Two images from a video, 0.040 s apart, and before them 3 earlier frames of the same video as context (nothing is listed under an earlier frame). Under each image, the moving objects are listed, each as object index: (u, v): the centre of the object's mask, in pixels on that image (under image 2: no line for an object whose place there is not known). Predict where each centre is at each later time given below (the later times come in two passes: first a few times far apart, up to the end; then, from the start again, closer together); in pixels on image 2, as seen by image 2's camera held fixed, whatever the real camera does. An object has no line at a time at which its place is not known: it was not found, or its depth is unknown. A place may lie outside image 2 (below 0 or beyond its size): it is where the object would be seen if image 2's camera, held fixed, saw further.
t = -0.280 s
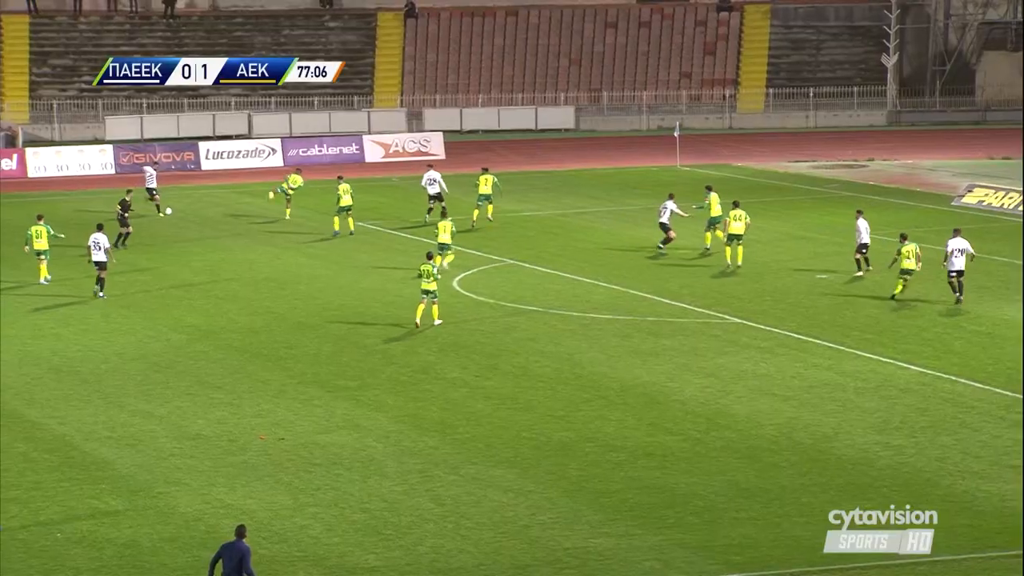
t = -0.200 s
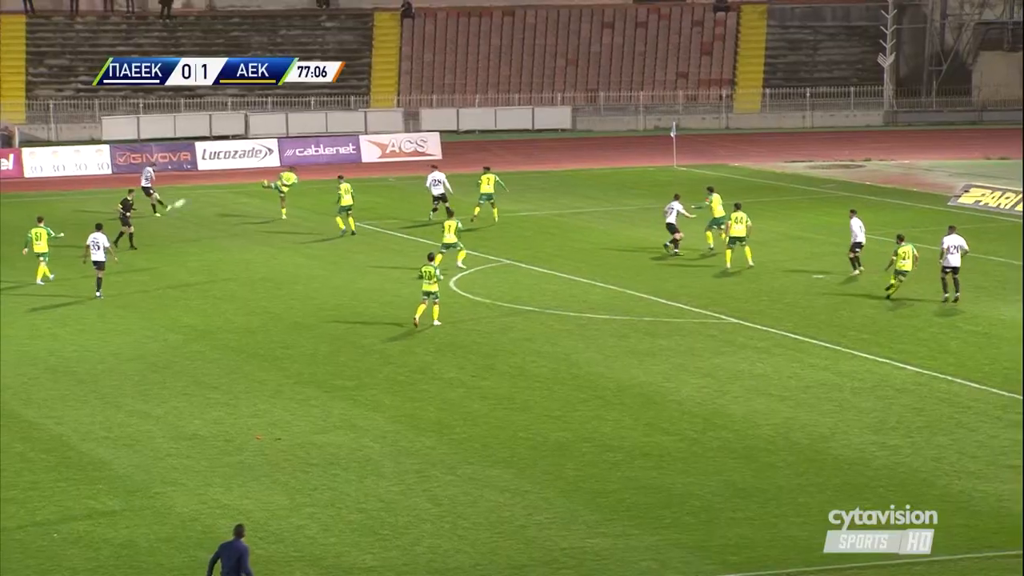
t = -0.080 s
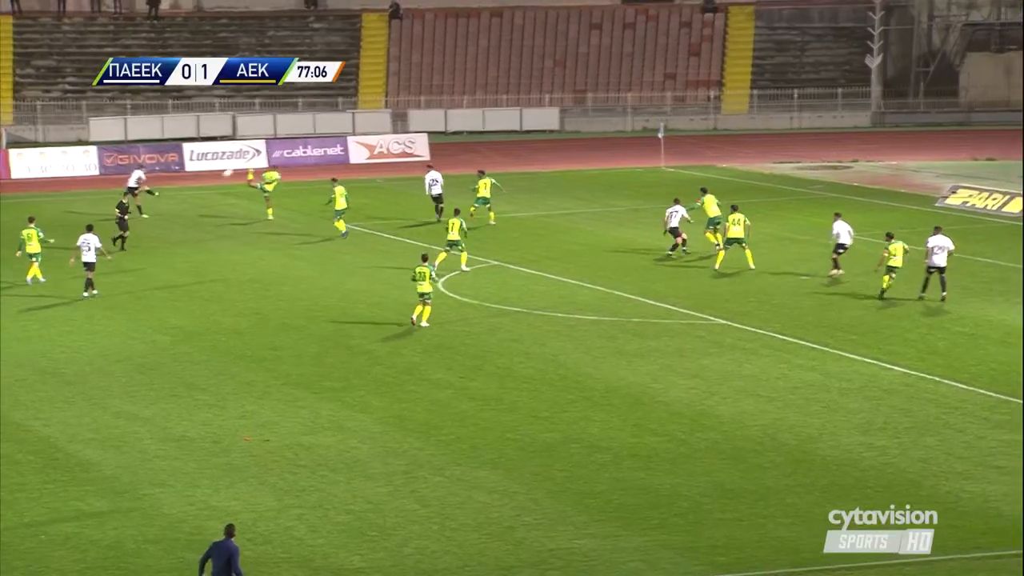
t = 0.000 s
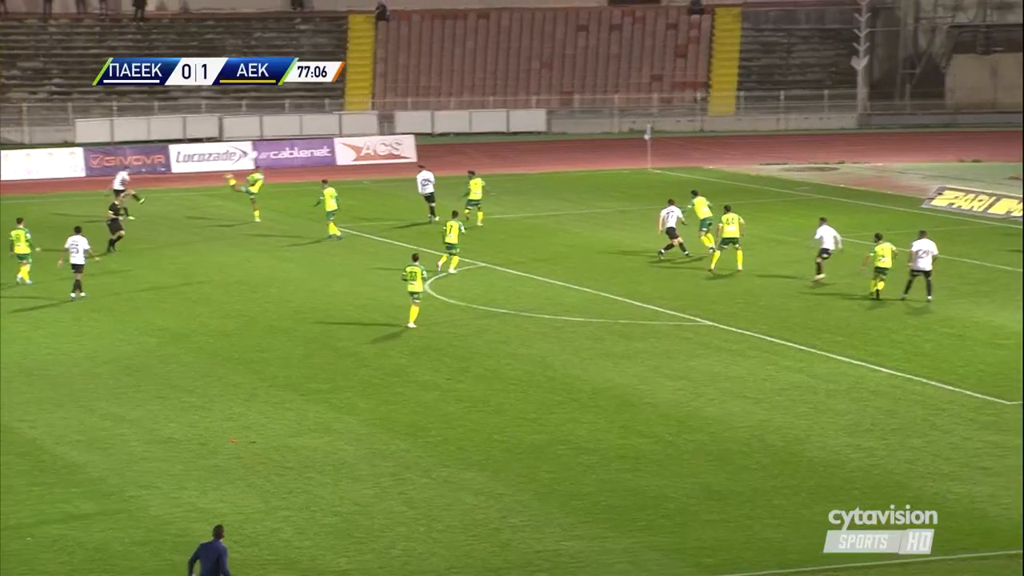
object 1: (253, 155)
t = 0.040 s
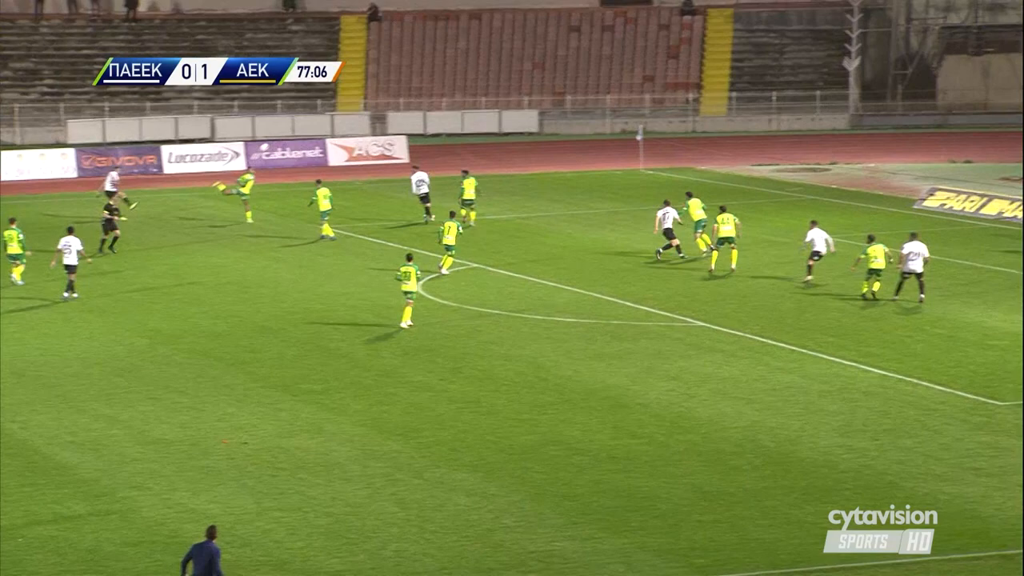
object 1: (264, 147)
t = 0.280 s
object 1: (371, 106)
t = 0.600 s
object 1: (501, 78)
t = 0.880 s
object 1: (605, 79)
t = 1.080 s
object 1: (677, 96)
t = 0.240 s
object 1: (355, 111)
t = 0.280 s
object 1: (371, 106)
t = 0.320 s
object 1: (389, 100)
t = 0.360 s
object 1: (405, 96)
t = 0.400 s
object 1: (422, 92)
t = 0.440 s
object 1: (438, 88)
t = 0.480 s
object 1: (454, 85)
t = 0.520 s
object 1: (470, 82)
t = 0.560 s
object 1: (486, 79)
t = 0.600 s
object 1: (501, 78)
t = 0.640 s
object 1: (516, 76)
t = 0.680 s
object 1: (531, 76)
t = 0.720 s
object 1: (546, 75)
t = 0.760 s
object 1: (561, 75)
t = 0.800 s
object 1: (576, 76)
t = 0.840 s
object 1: (591, 77)
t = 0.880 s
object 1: (605, 79)
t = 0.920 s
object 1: (620, 81)
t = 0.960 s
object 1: (634, 84)
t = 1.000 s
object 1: (648, 87)
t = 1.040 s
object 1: (662, 92)
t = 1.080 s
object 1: (677, 96)
